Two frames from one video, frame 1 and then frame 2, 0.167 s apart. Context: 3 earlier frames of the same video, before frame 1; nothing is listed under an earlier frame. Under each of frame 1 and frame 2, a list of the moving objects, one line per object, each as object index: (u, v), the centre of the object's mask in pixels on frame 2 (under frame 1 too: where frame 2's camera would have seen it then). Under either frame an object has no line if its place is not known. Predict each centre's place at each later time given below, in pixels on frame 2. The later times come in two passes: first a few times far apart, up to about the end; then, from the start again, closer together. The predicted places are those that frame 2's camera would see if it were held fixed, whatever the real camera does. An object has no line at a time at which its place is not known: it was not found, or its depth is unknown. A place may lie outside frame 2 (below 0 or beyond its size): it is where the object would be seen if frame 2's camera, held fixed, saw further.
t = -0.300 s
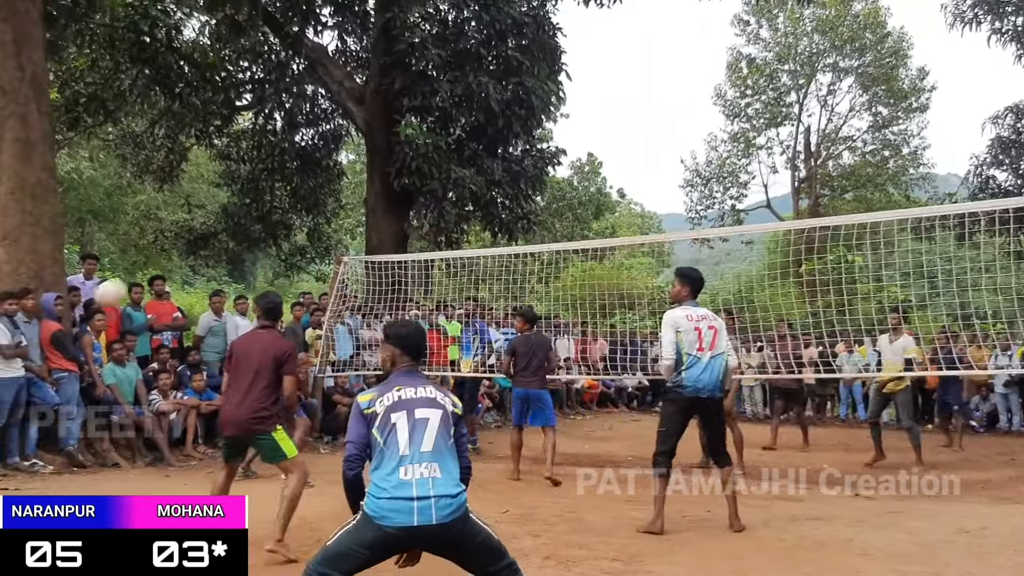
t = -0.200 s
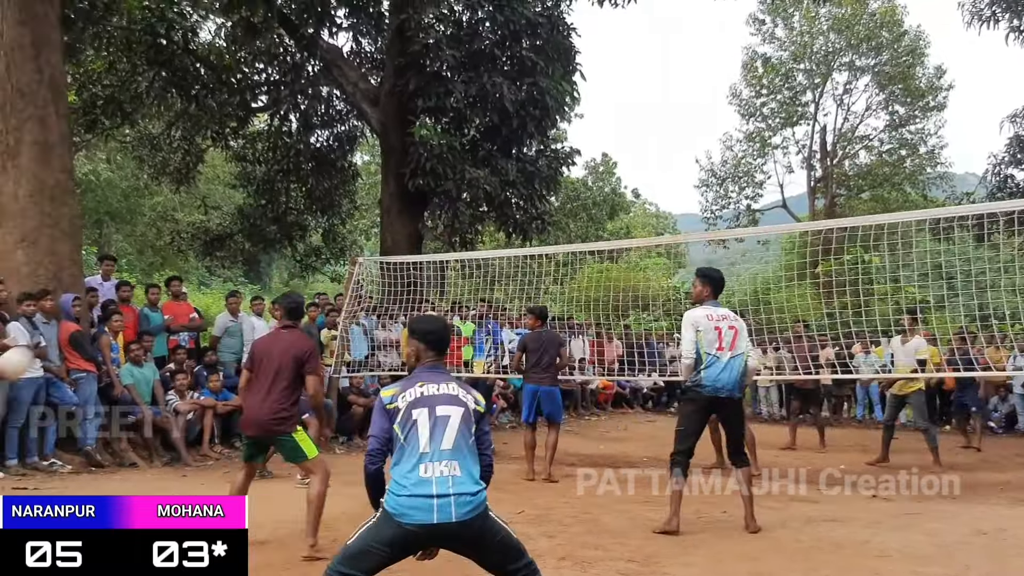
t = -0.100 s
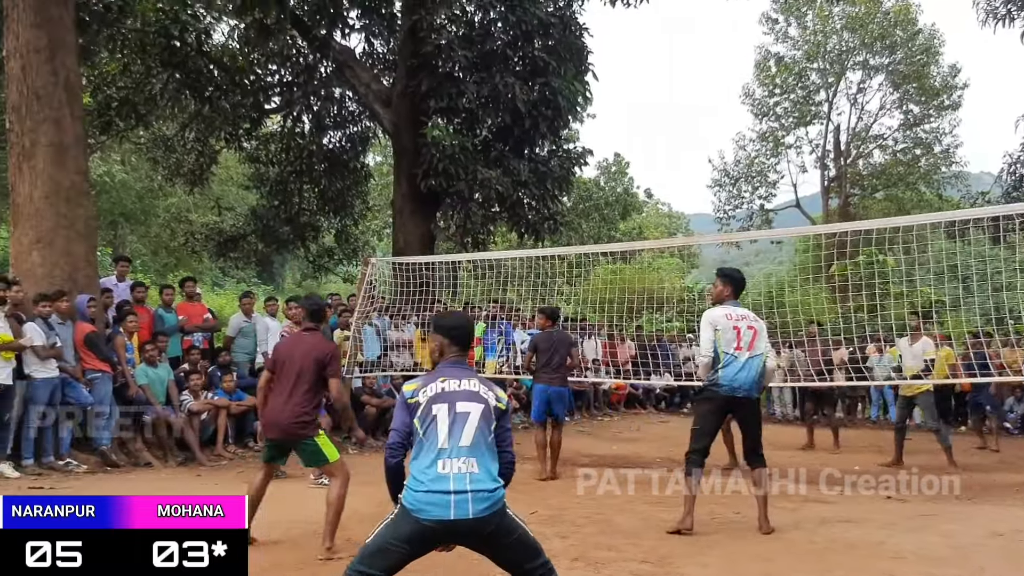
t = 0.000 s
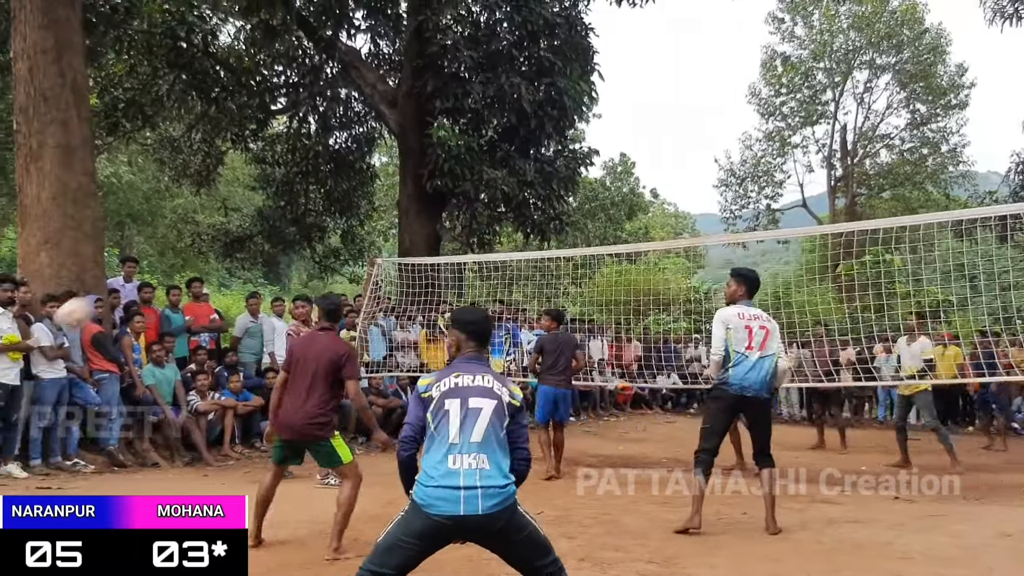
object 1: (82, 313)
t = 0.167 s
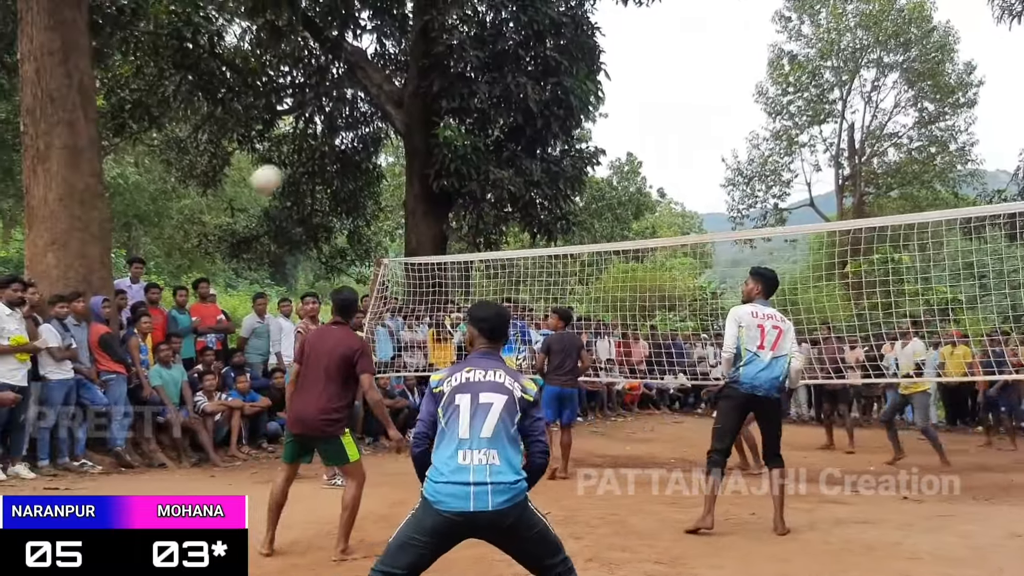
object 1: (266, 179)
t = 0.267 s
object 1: (357, 128)
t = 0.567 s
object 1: (576, 67)
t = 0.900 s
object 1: (757, 116)
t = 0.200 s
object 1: (297, 161)
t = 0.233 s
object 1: (327, 143)
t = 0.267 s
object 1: (357, 128)
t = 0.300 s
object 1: (385, 115)
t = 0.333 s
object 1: (412, 104)
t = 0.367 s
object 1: (438, 94)
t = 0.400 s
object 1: (463, 85)
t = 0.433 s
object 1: (487, 79)
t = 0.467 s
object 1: (510, 73)
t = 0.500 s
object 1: (533, 70)
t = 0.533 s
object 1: (555, 68)
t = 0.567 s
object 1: (576, 67)
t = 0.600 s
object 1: (597, 68)
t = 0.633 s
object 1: (616, 69)
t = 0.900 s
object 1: (757, 116)
